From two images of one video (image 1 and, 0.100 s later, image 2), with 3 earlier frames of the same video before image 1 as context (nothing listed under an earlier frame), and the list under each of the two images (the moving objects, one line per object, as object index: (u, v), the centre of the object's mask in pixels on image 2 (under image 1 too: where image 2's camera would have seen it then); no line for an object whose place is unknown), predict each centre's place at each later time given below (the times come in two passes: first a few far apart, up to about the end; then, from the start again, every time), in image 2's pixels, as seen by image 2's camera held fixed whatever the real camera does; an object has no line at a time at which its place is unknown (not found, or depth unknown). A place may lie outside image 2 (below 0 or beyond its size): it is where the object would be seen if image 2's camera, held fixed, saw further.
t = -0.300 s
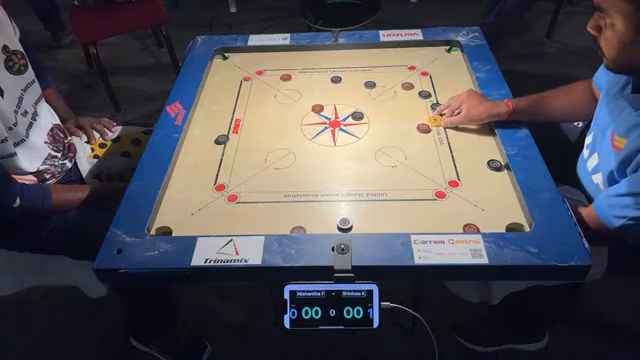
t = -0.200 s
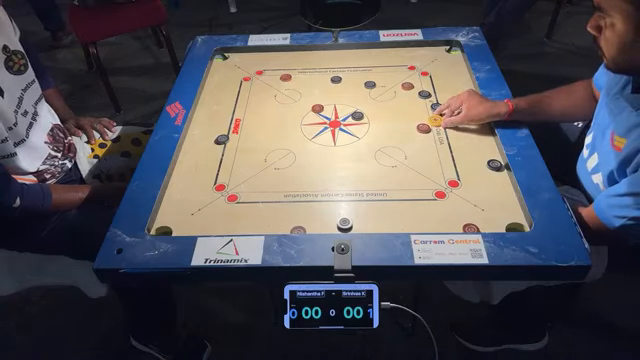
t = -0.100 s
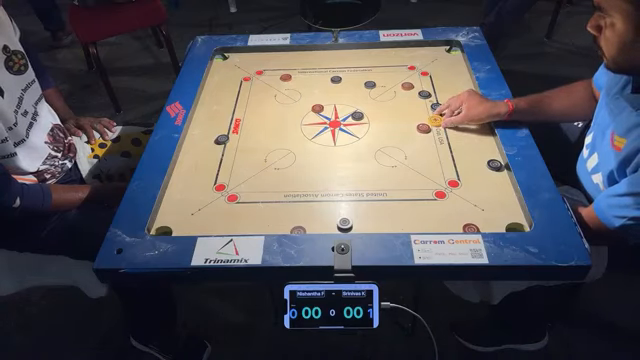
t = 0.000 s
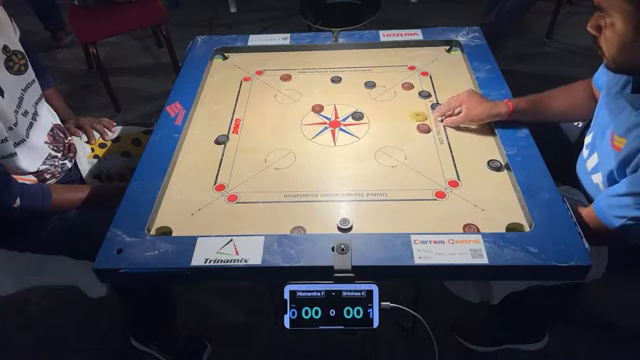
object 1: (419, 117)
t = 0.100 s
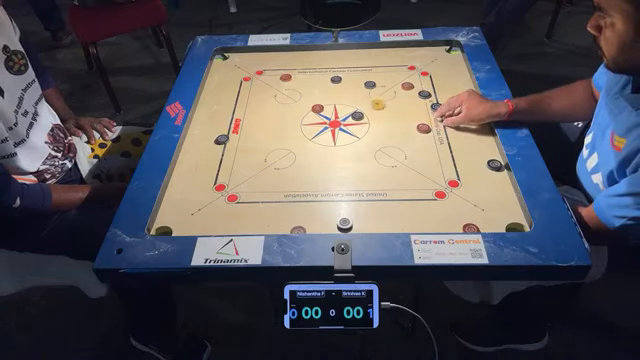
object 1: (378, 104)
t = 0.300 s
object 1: (314, 87)
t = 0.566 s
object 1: (280, 77)
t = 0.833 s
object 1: (277, 76)
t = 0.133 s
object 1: (365, 101)
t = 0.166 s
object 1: (354, 98)
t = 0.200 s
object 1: (343, 95)
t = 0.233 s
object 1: (333, 92)
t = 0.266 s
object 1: (323, 90)
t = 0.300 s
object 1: (314, 87)
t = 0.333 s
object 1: (306, 84)
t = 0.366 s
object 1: (298, 82)
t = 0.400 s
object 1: (293, 80)
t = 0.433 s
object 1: (290, 80)
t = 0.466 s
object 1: (286, 79)
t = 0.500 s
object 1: (285, 78)
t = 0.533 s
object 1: (282, 77)
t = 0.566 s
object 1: (280, 77)
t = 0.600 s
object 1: (279, 77)
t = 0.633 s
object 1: (278, 76)
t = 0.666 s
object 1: (277, 76)
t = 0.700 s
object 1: (277, 76)
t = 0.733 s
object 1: (277, 76)
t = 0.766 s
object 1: (277, 76)
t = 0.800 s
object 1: (277, 76)
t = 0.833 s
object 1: (277, 76)
